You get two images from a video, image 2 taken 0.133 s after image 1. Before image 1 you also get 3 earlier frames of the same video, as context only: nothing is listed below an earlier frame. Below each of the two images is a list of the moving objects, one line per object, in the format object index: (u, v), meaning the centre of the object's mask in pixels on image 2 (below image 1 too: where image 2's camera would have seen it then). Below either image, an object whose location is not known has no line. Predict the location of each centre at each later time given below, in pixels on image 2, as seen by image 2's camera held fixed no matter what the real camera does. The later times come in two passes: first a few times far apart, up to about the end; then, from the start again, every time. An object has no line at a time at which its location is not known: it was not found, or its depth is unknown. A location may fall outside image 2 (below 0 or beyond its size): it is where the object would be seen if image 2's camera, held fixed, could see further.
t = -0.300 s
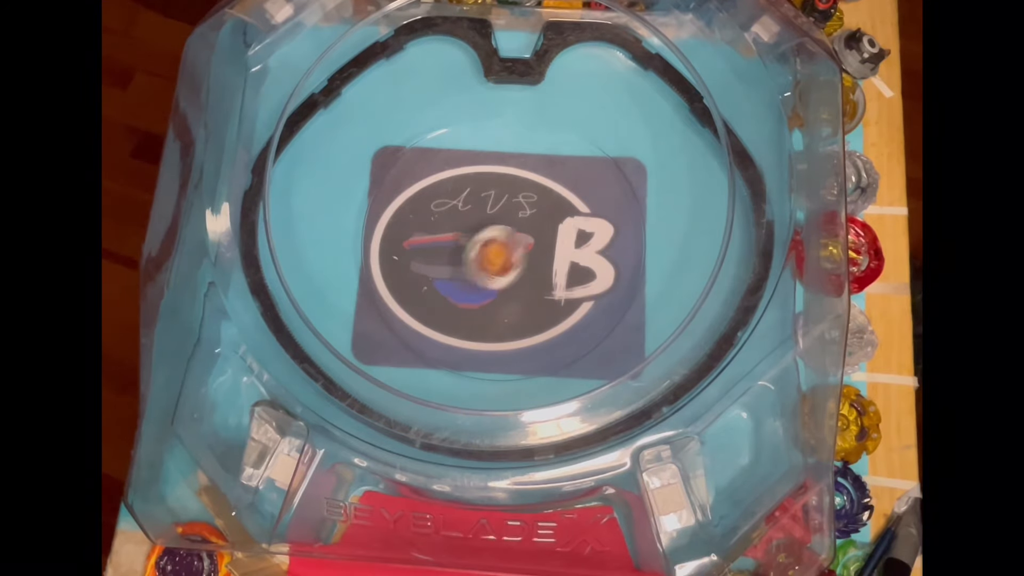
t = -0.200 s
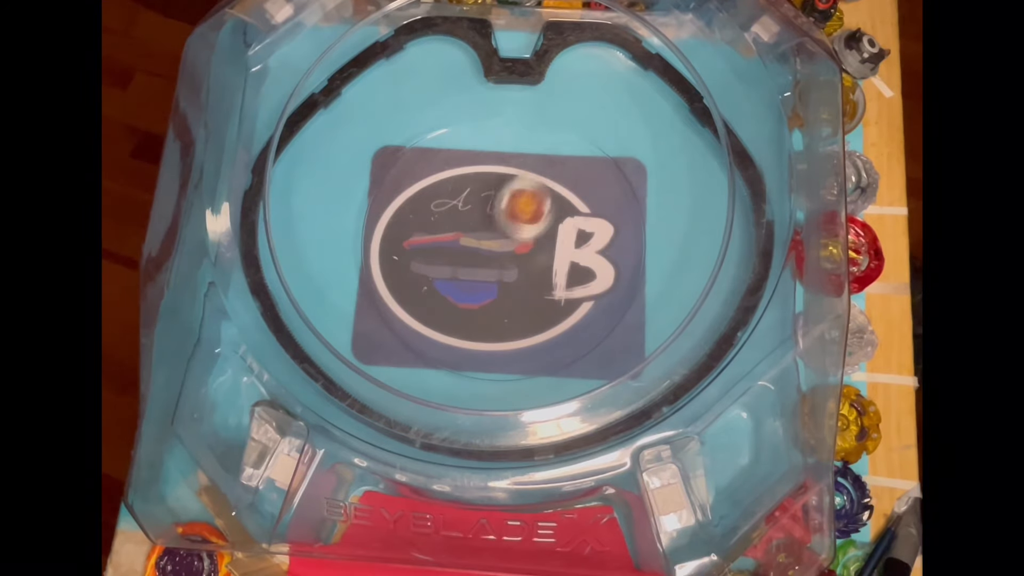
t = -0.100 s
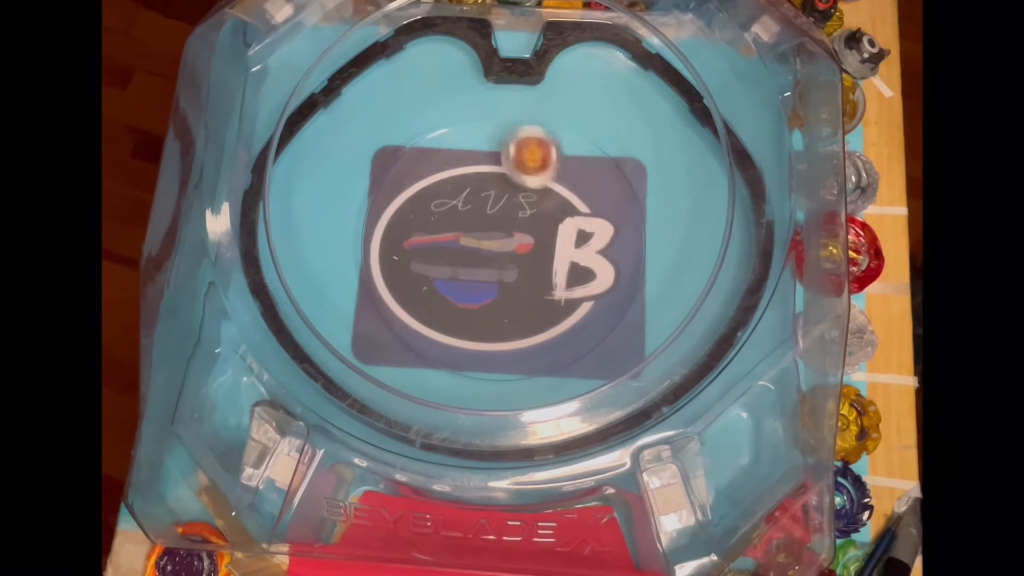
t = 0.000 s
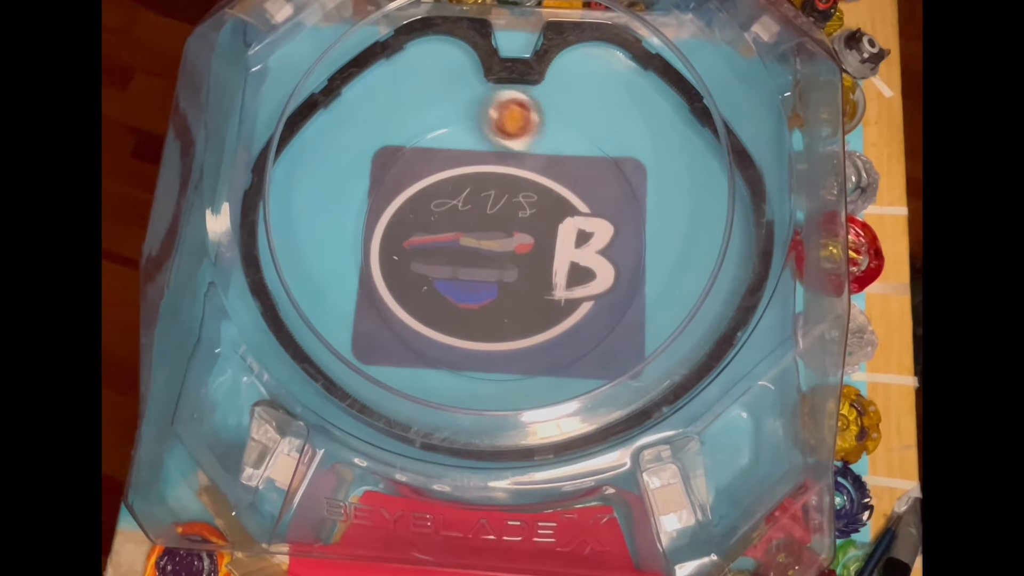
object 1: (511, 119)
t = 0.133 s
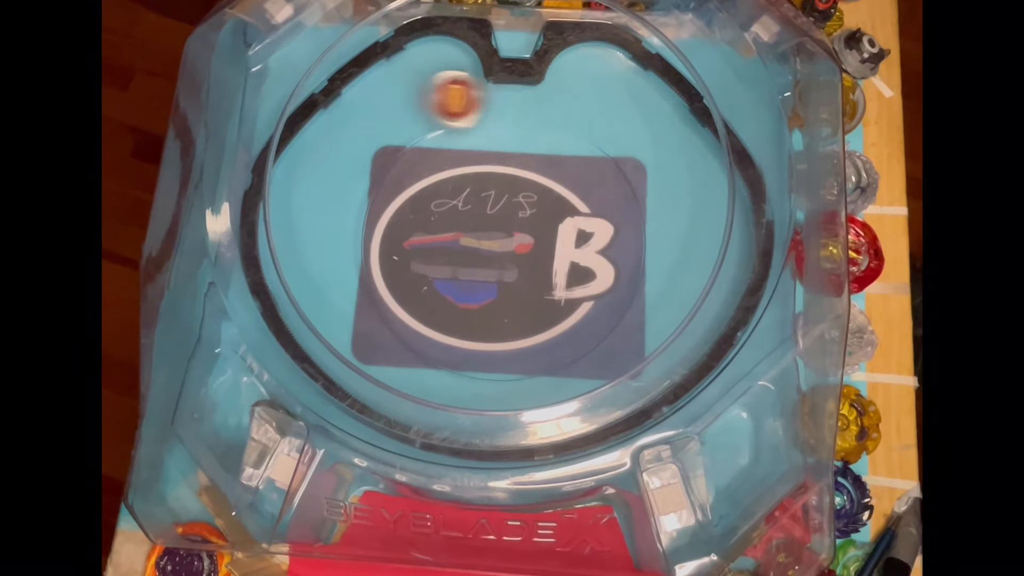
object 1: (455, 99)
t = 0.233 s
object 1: (402, 98)
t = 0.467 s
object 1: (342, 140)
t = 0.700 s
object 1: (406, 236)
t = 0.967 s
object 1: (640, 277)
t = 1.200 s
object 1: (696, 117)
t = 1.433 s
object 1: (449, 225)
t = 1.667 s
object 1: (490, 362)
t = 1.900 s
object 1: (636, 219)
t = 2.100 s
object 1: (499, 113)
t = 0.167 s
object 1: (437, 97)
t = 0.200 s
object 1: (418, 97)
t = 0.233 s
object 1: (402, 98)
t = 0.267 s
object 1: (387, 102)
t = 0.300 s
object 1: (374, 106)
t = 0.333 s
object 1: (363, 111)
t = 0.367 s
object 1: (354, 116)
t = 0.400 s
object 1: (347, 124)
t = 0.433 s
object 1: (343, 132)
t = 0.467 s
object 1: (342, 140)
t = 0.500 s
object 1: (343, 150)
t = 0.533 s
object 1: (347, 160)
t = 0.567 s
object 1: (352, 172)
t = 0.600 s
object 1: (361, 184)
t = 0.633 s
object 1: (372, 198)
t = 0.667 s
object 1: (388, 216)
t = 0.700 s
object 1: (406, 236)
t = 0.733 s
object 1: (429, 256)
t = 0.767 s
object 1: (458, 275)
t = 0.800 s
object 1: (491, 290)
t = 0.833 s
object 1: (524, 300)
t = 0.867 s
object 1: (558, 304)
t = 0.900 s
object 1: (593, 303)
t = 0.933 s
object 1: (626, 296)
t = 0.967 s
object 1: (640, 277)
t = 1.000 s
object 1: (648, 256)
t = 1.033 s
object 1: (658, 234)
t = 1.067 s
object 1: (669, 212)
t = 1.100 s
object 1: (682, 190)
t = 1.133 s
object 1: (696, 167)
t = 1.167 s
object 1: (708, 144)
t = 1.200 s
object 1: (696, 117)
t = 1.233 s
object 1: (640, 99)
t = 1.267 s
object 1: (578, 81)
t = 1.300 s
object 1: (538, 79)
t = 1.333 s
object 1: (515, 111)
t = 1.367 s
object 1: (489, 154)
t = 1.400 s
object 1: (467, 190)
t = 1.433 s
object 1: (449, 225)
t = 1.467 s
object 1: (435, 259)
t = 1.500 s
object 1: (428, 289)
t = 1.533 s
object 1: (423, 321)
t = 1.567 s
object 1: (425, 346)
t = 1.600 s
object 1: (441, 357)
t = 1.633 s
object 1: (464, 364)
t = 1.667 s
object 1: (490, 362)
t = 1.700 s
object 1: (519, 354)
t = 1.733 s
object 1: (548, 344)
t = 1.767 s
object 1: (578, 333)
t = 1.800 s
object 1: (606, 315)
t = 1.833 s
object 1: (617, 283)
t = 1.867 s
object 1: (629, 252)
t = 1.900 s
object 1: (636, 219)
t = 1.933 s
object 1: (623, 191)
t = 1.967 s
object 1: (604, 166)
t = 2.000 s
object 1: (580, 144)
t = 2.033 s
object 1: (553, 128)
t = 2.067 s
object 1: (527, 116)
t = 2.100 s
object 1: (499, 113)
